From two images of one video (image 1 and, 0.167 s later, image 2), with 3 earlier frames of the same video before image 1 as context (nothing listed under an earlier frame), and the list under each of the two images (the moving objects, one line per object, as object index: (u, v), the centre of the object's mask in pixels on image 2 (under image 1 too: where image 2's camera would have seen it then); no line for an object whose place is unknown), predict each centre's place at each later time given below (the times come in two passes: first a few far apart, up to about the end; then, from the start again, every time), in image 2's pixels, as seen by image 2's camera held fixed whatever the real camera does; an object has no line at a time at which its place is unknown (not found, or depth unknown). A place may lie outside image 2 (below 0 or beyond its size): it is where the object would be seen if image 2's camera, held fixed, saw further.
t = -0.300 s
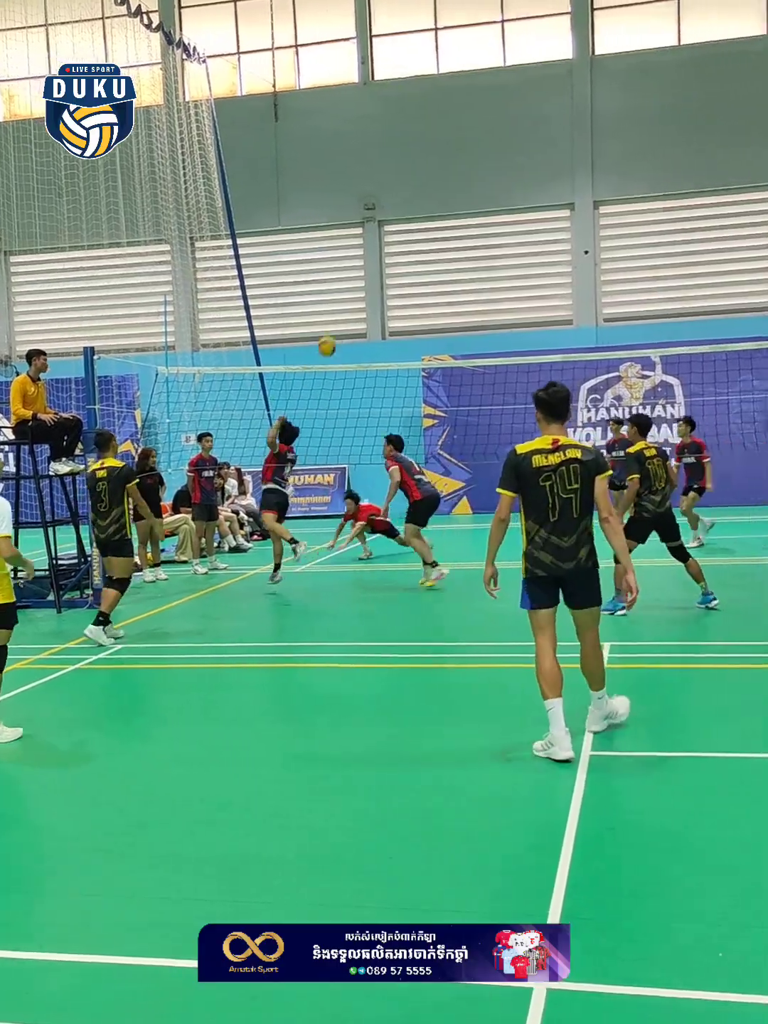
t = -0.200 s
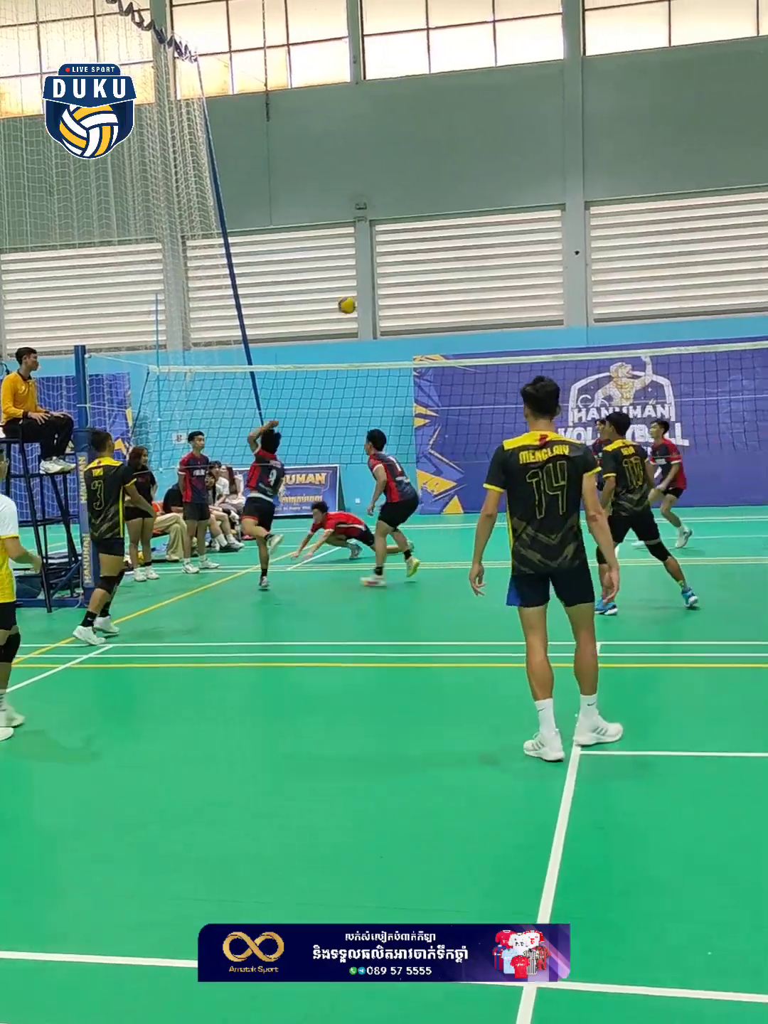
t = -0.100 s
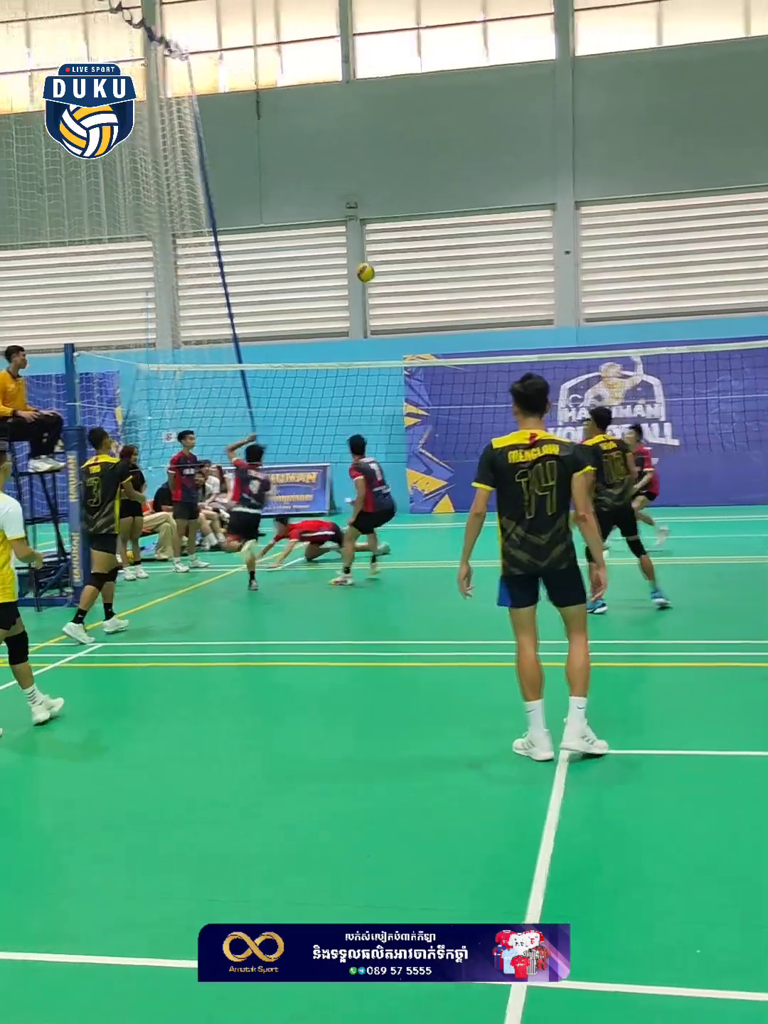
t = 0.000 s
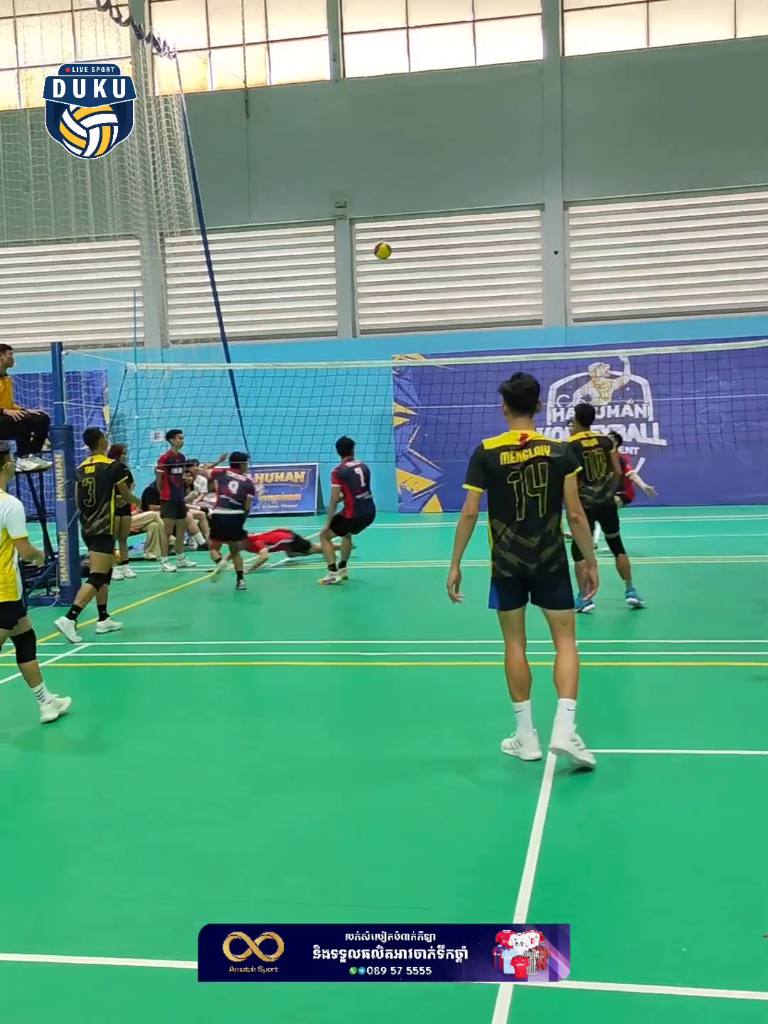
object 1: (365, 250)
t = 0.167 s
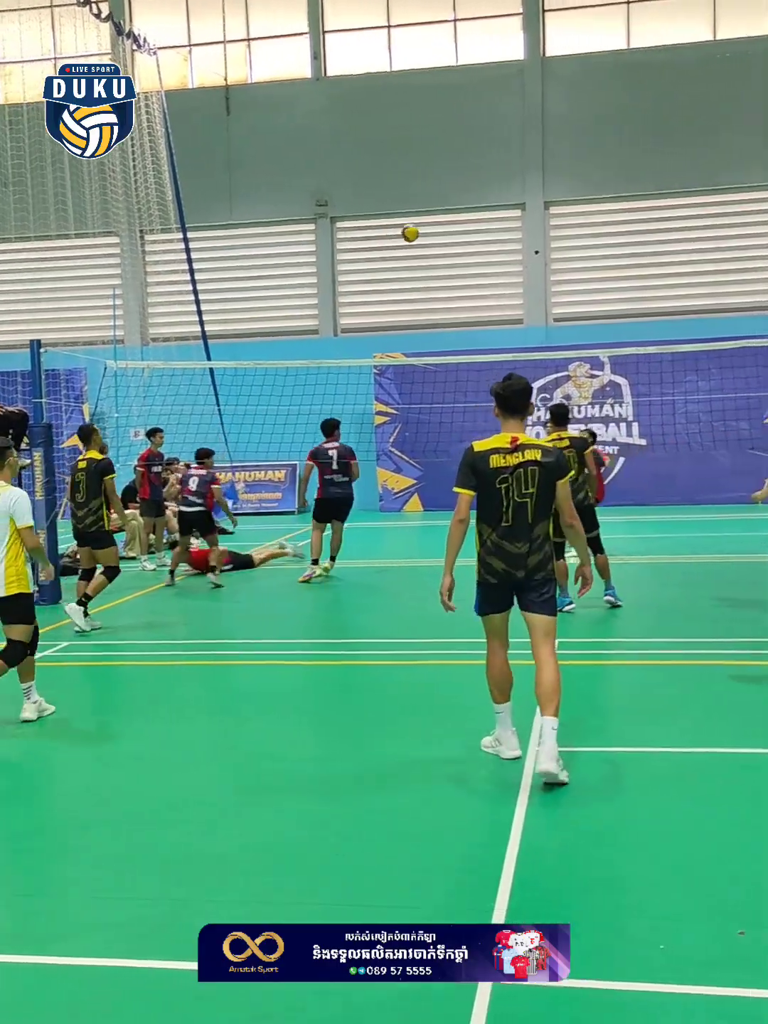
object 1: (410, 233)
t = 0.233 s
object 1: (427, 233)
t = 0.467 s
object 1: (487, 263)
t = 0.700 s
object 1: (541, 334)
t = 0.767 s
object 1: (557, 362)
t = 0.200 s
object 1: (419, 233)
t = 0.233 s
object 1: (427, 233)
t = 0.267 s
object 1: (436, 235)
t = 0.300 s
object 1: (445, 238)
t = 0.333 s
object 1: (453, 240)
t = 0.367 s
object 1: (462, 245)
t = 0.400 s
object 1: (470, 250)
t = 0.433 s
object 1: (479, 257)
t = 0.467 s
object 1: (487, 263)
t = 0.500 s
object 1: (495, 271)
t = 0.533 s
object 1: (503, 280)
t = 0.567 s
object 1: (511, 289)
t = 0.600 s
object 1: (519, 299)
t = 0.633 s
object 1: (527, 310)
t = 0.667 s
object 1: (535, 322)
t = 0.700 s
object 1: (541, 334)
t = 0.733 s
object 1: (549, 344)
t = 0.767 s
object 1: (557, 362)
